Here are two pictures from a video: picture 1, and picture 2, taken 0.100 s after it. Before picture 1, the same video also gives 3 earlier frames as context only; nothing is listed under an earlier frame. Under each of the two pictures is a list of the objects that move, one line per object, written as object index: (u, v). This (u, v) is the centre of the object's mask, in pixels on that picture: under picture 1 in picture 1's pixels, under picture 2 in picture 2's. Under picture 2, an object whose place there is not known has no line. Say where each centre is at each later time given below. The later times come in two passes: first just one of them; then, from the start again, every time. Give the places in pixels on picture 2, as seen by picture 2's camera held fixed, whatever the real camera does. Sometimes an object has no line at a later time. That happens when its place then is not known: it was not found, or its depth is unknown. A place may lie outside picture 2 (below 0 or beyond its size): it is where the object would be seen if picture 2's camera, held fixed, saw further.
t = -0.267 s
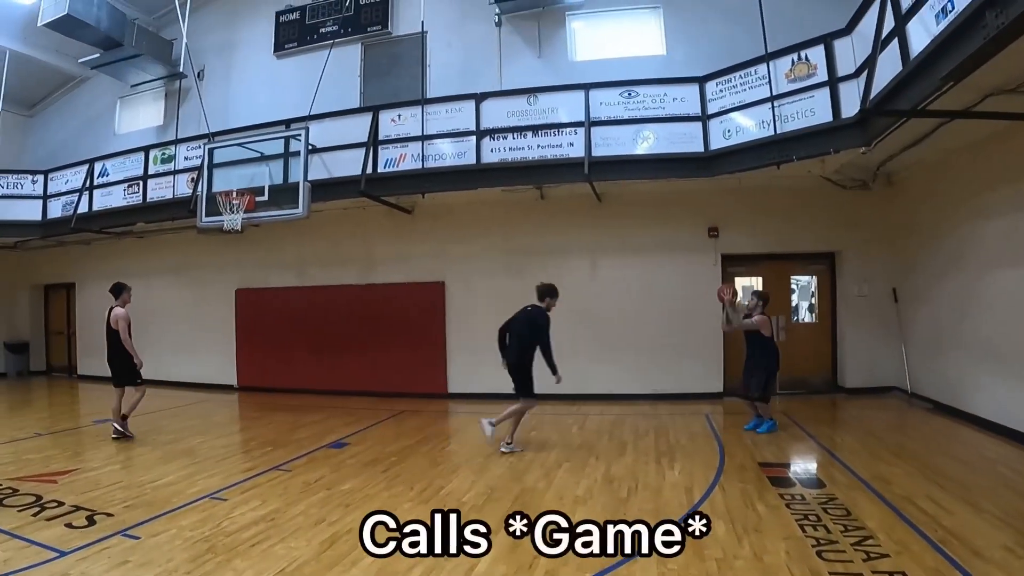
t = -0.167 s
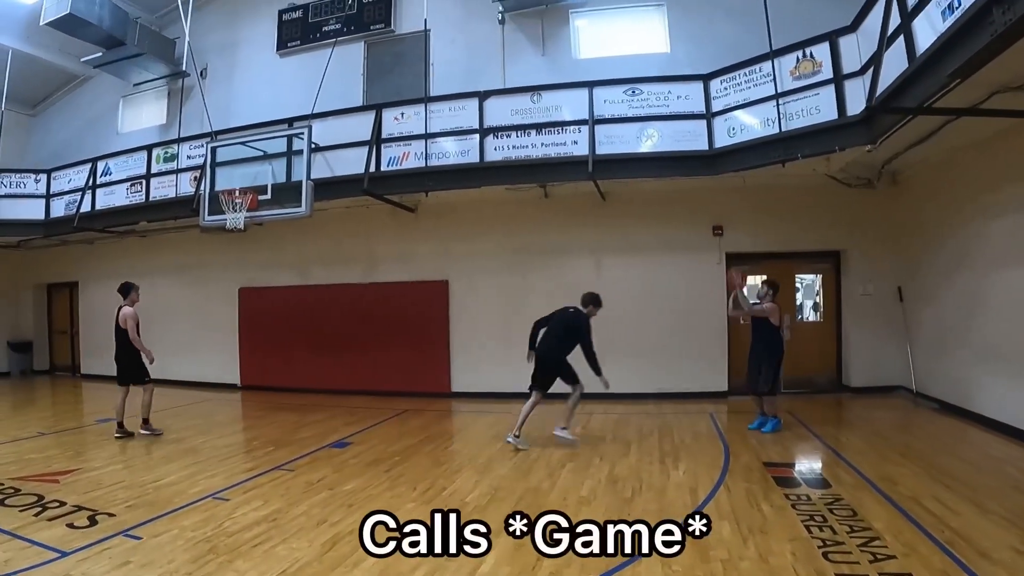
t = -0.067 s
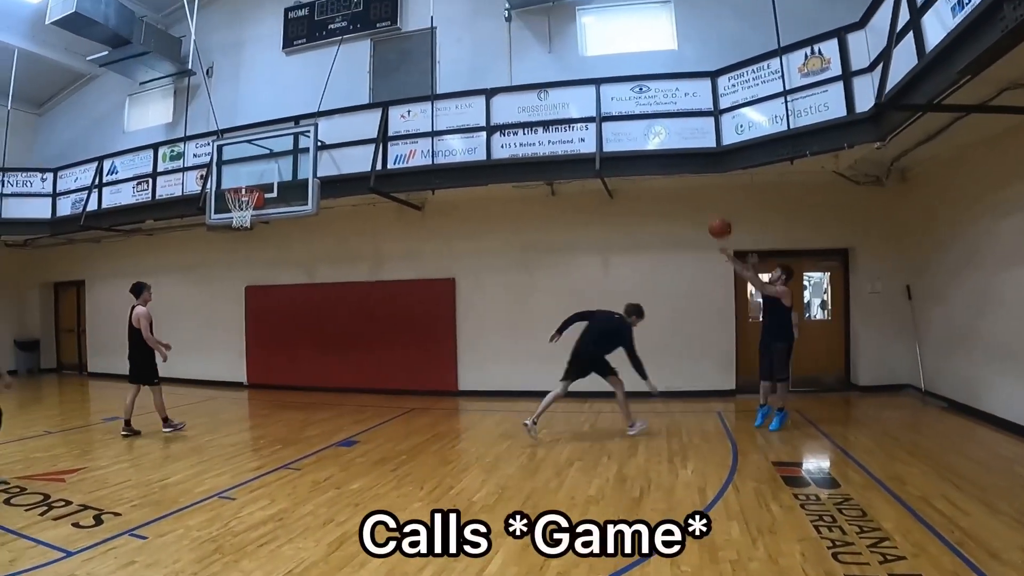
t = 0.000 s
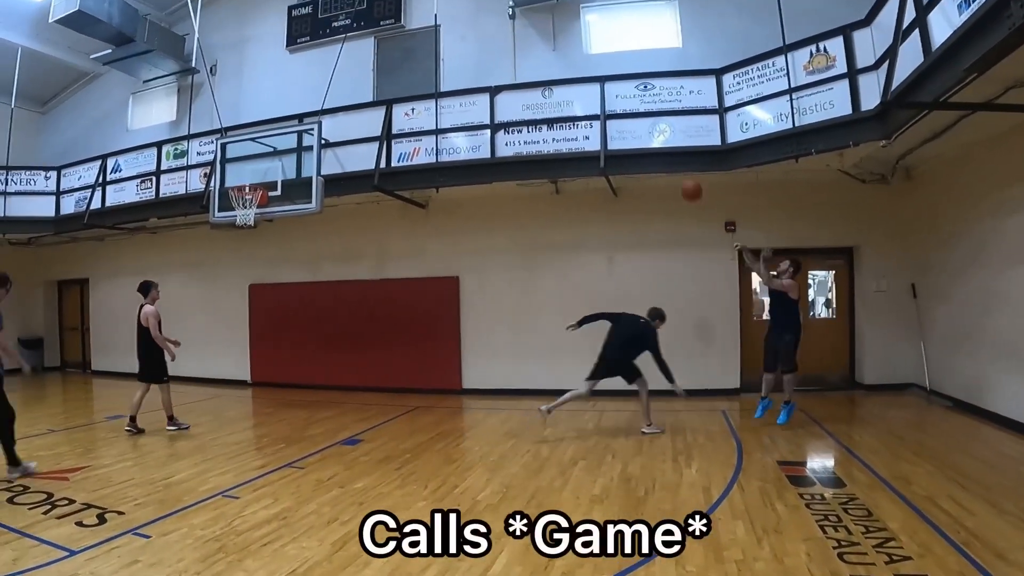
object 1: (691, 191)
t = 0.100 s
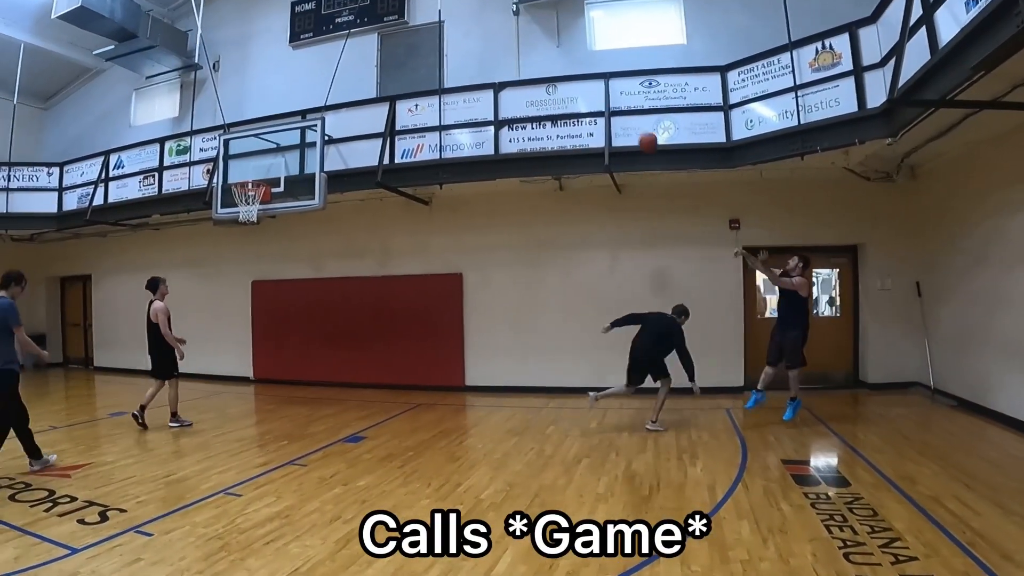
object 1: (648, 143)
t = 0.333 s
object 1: (544, 75)
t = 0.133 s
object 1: (632, 130)
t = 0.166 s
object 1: (617, 118)
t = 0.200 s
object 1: (602, 107)
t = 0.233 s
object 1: (587, 97)
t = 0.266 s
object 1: (573, 89)
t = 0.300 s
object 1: (558, 81)
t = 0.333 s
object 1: (544, 75)
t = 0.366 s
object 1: (531, 70)
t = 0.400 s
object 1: (517, 65)
